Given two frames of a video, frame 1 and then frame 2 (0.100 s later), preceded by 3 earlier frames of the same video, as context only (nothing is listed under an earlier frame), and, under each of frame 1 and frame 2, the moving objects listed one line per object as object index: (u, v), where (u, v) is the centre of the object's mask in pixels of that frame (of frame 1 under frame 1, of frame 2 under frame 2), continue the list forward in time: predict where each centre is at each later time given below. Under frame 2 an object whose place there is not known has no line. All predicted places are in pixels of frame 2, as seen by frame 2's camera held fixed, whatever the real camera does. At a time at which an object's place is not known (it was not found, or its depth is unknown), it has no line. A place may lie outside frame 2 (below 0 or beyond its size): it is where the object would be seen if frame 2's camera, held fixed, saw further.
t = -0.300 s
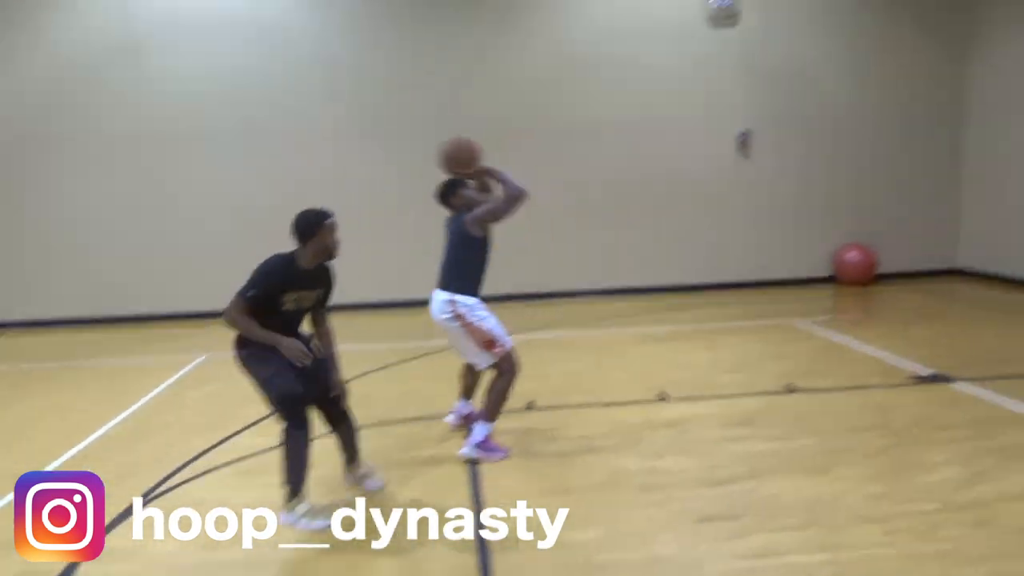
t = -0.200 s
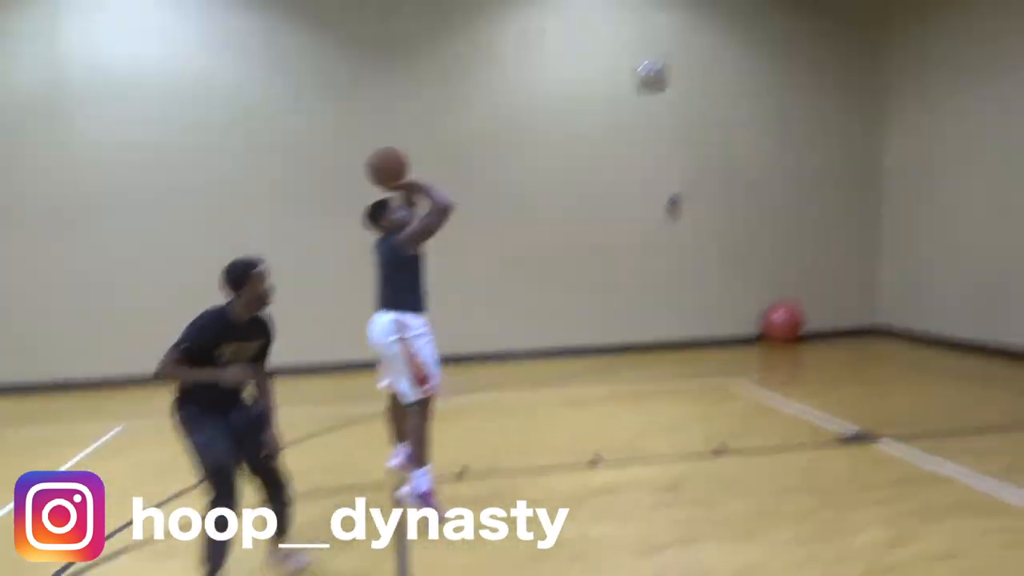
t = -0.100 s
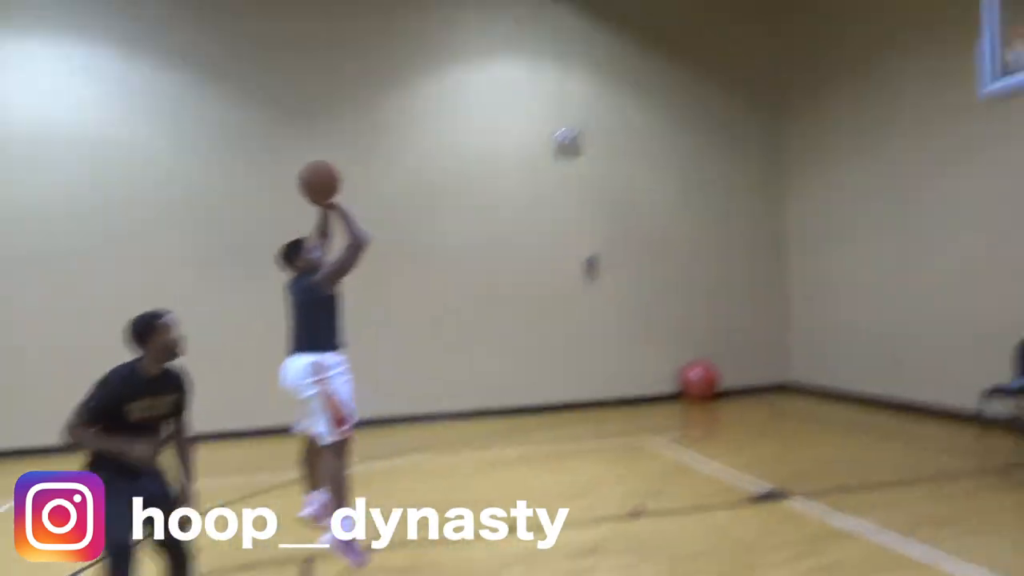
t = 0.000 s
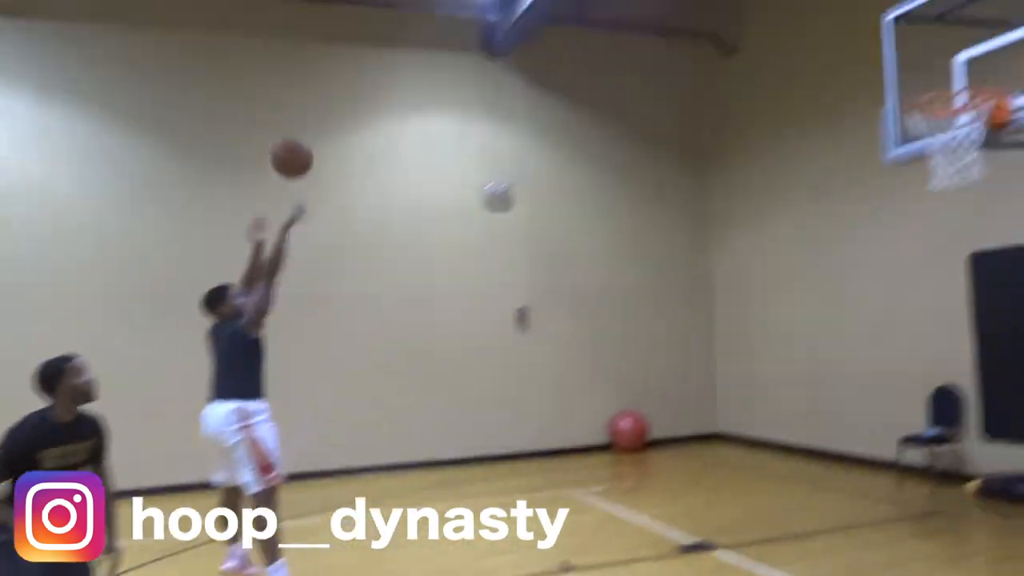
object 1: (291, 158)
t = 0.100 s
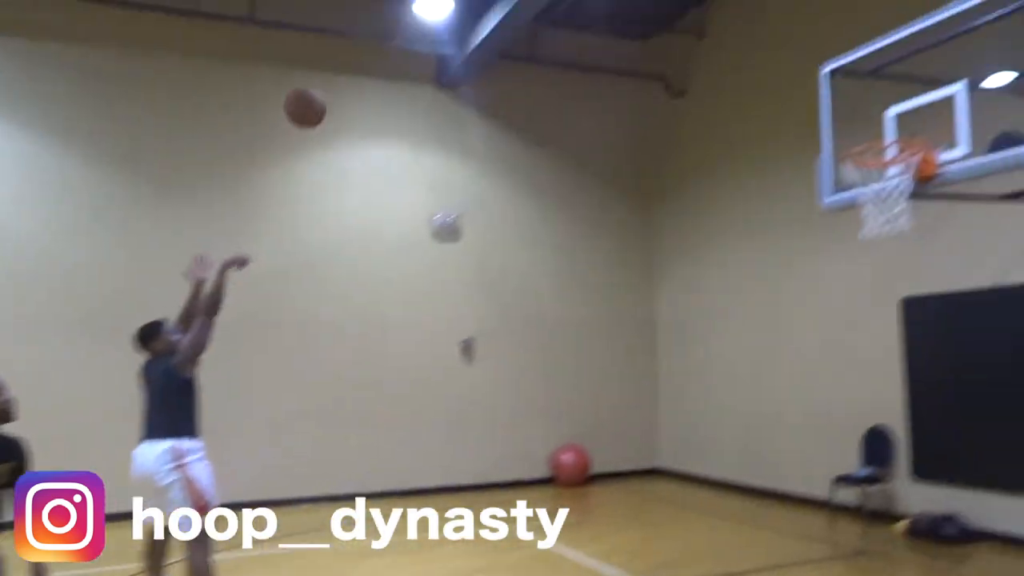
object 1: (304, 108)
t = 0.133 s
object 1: (327, 86)
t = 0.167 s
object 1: (350, 68)
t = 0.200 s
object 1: (372, 51)
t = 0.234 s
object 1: (396, 34)
